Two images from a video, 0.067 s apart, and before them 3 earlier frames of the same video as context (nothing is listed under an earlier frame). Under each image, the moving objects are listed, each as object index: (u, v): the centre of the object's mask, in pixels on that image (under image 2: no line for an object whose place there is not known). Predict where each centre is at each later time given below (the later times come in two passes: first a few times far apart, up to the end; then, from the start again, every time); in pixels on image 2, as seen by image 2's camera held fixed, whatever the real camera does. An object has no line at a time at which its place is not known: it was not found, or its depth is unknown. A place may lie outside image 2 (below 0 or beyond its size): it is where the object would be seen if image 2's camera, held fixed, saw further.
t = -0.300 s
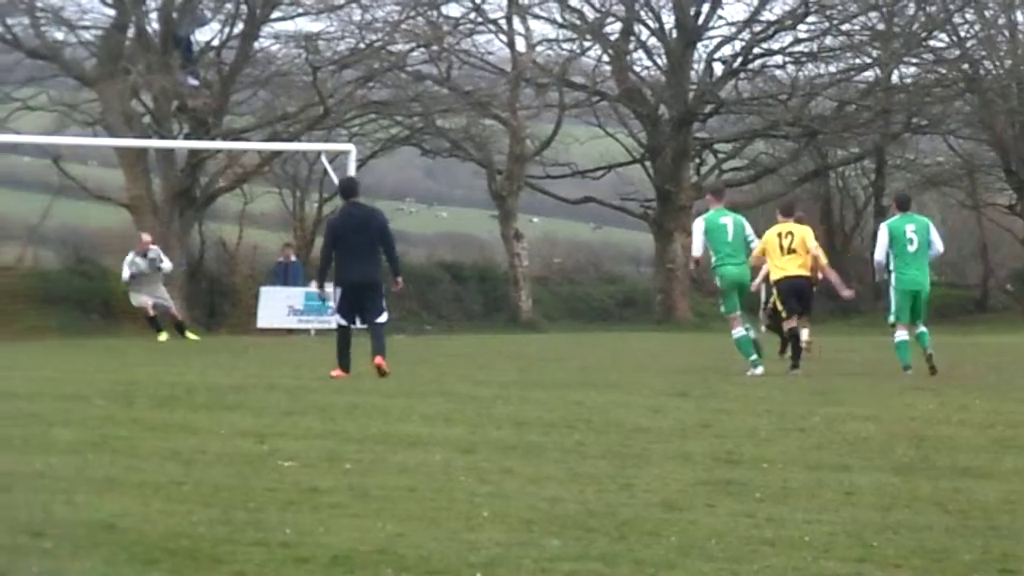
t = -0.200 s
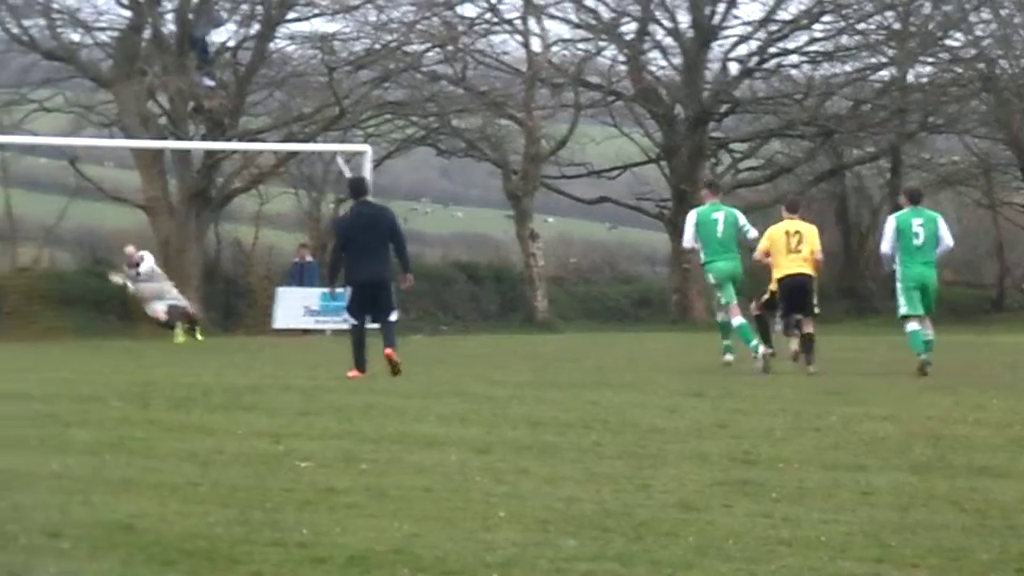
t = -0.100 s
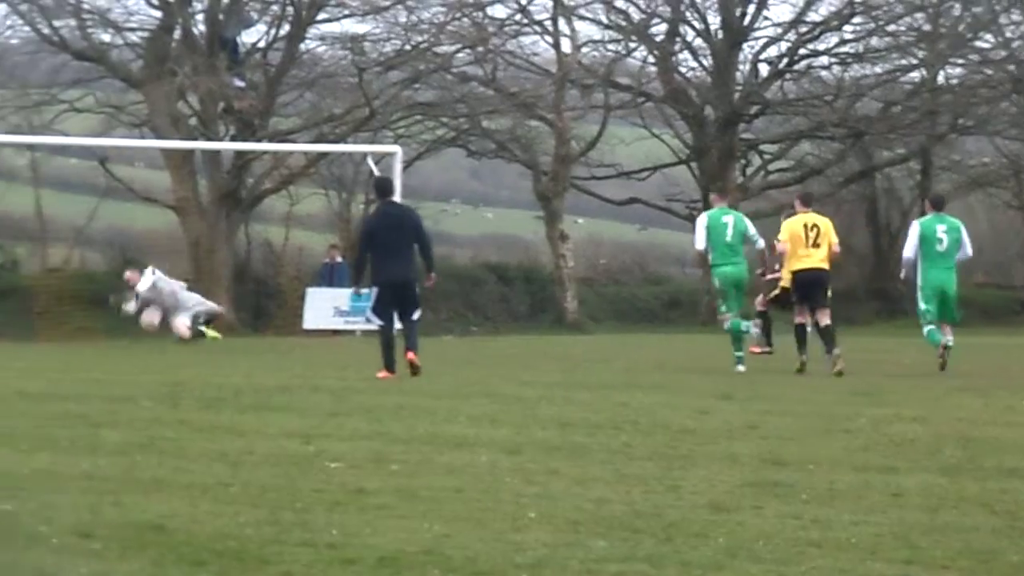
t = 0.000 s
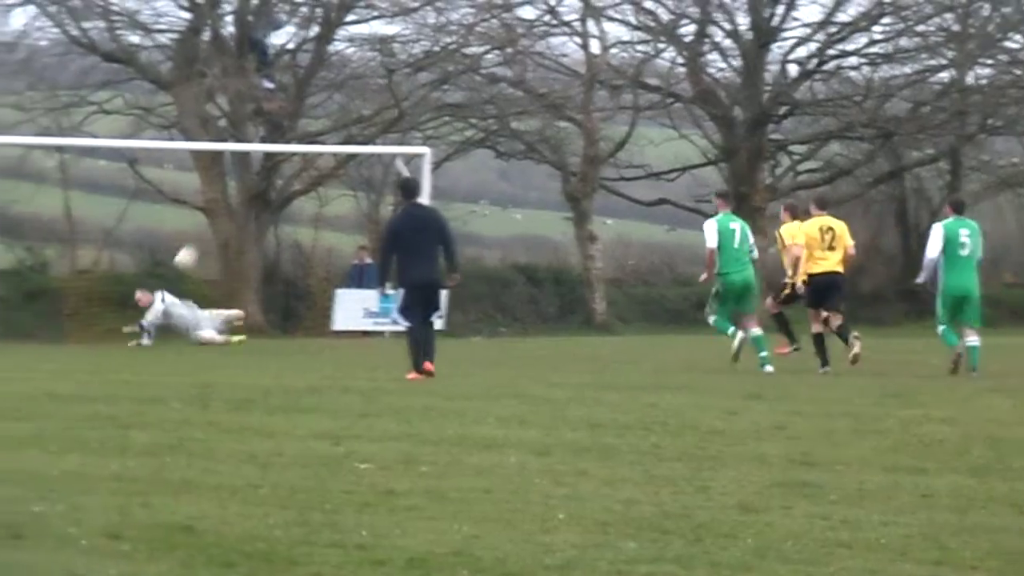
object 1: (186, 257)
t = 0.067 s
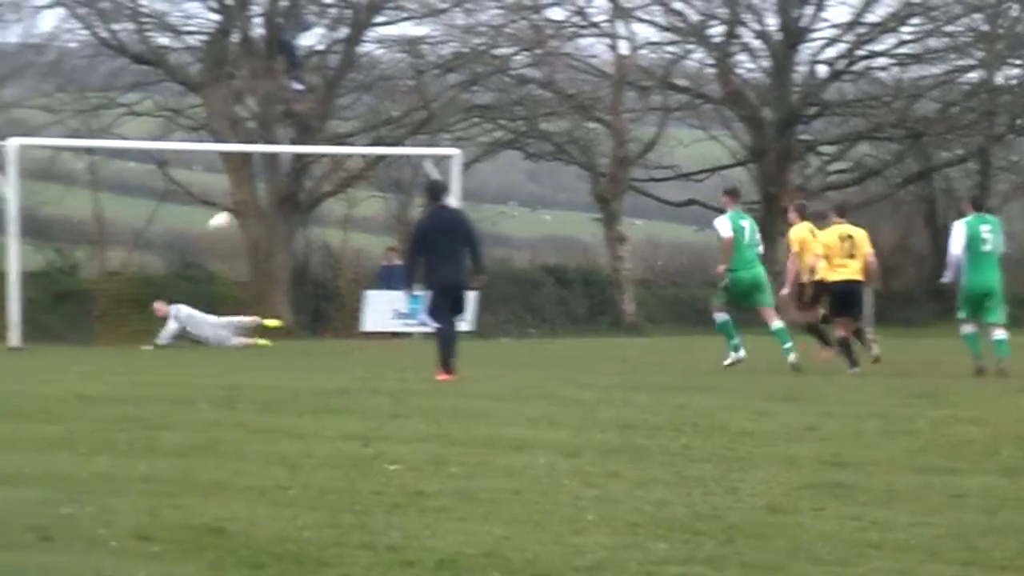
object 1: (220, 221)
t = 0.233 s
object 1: (235, 150)
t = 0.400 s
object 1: (248, 102)
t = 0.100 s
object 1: (223, 205)
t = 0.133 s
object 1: (226, 191)
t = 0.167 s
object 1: (232, 175)
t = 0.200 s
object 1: (232, 163)
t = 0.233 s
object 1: (235, 150)
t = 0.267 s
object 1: (238, 137)
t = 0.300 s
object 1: (240, 127)
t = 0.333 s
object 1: (243, 117)
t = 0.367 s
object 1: (245, 110)
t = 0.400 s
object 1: (248, 102)
